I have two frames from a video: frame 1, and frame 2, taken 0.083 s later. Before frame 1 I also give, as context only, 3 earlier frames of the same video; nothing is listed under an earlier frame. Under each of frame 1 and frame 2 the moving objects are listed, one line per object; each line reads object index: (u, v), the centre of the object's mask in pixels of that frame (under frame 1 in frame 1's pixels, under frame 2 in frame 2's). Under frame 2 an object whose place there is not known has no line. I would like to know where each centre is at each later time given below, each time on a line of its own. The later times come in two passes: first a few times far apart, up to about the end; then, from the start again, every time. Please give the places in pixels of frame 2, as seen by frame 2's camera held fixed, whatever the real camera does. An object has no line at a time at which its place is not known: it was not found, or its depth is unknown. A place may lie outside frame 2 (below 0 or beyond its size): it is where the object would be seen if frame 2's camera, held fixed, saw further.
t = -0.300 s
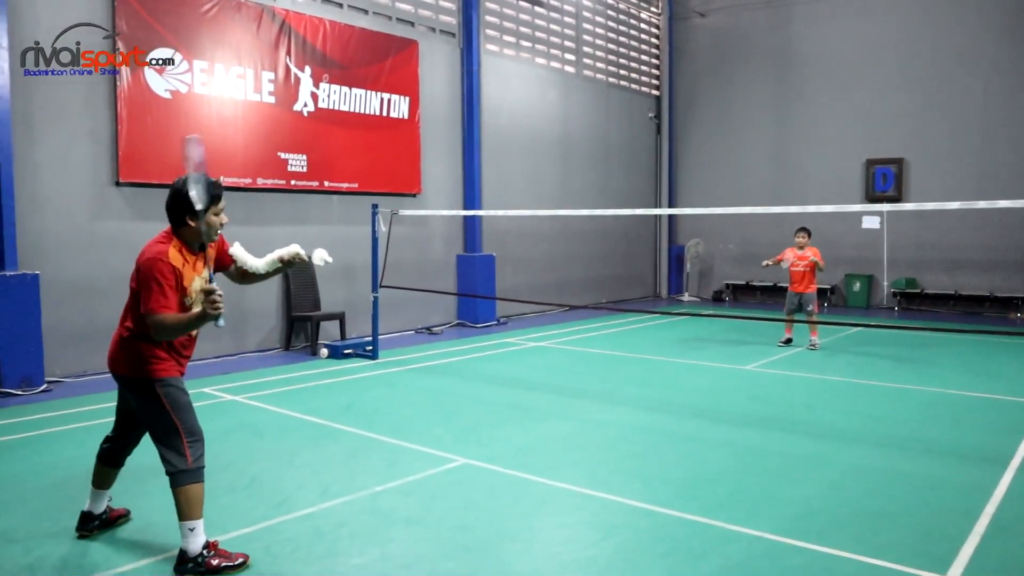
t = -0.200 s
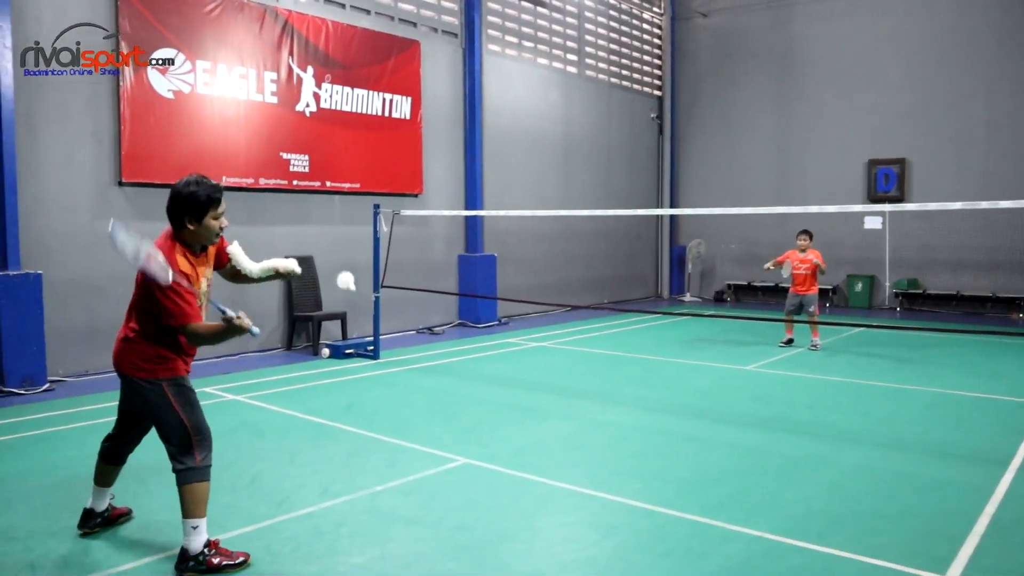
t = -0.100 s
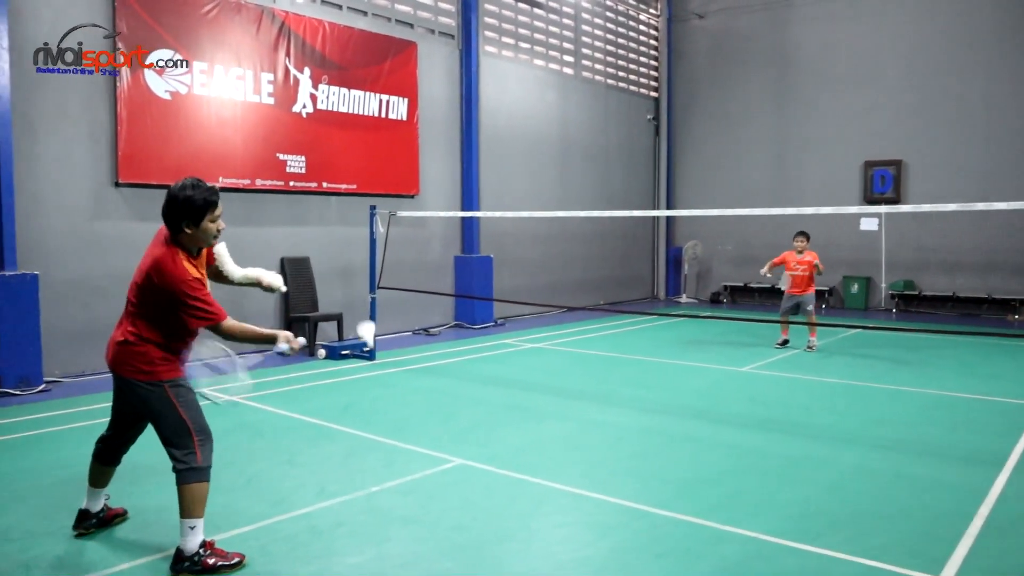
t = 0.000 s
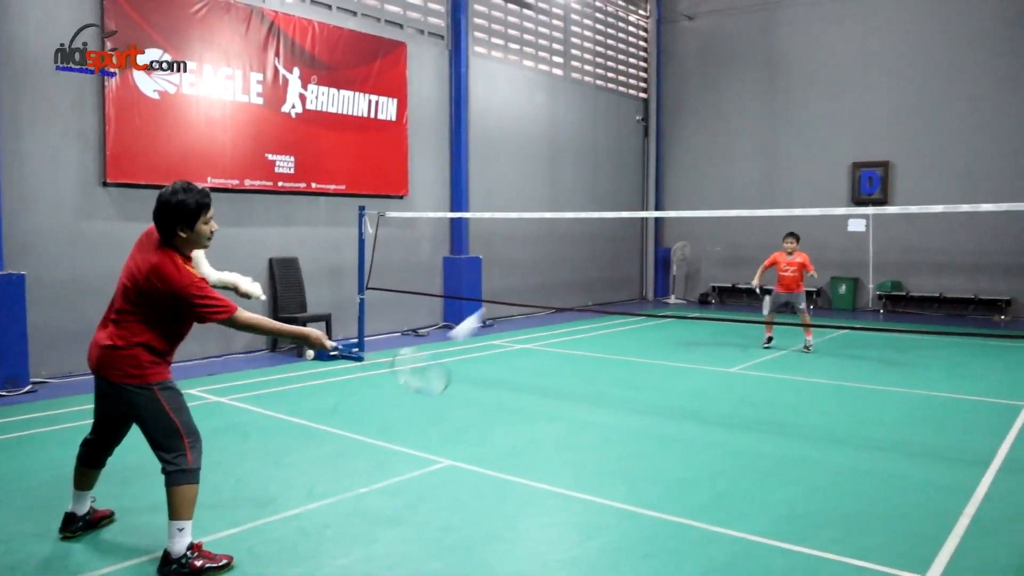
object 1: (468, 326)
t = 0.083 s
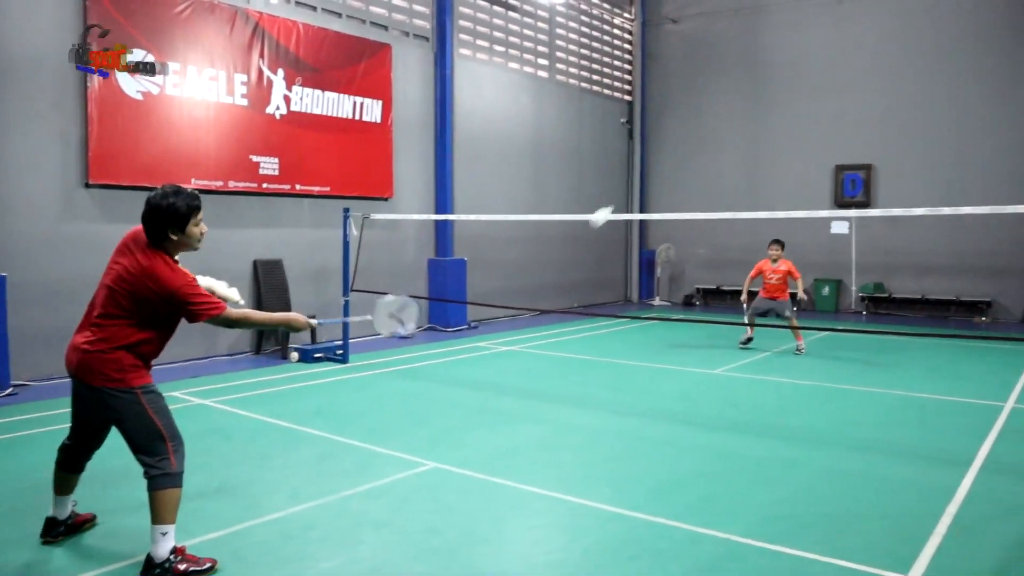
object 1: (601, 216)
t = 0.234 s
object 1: (737, 141)
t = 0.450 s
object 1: (835, 135)
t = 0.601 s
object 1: (876, 164)
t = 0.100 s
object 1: (621, 202)
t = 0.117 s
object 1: (641, 190)
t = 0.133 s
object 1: (658, 179)
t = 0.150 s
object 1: (674, 170)
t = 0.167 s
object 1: (688, 163)
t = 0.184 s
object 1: (702, 156)
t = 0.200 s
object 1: (715, 150)
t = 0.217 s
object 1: (726, 145)
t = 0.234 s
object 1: (737, 141)
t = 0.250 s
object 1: (747, 137)
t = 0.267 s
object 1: (757, 134)
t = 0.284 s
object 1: (766, 132)
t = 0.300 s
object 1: (775, 130)
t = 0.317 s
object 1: (783, 129)
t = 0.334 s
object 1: (790, 128)
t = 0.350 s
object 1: (798, 128)
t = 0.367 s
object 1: (805, 128)
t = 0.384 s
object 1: (812, 129)
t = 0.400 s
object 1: (818, 130)
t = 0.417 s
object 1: (824, 131)
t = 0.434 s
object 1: (829, 133)
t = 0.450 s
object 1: (835, 135)
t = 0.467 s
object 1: (840, 137)
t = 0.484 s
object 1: (846, 140)
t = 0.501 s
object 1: (850, 142)
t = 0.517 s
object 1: (855, 145)
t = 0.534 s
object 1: (859, 149)
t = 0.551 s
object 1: (864, 152)
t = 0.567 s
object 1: (868, 156)
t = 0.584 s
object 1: (872, 160)
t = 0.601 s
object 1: (876, 164)
